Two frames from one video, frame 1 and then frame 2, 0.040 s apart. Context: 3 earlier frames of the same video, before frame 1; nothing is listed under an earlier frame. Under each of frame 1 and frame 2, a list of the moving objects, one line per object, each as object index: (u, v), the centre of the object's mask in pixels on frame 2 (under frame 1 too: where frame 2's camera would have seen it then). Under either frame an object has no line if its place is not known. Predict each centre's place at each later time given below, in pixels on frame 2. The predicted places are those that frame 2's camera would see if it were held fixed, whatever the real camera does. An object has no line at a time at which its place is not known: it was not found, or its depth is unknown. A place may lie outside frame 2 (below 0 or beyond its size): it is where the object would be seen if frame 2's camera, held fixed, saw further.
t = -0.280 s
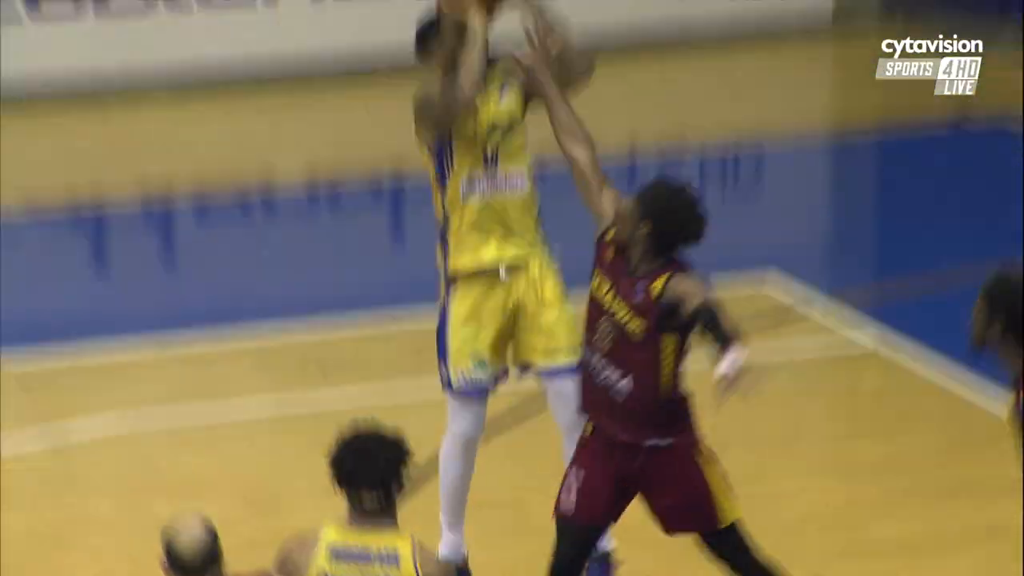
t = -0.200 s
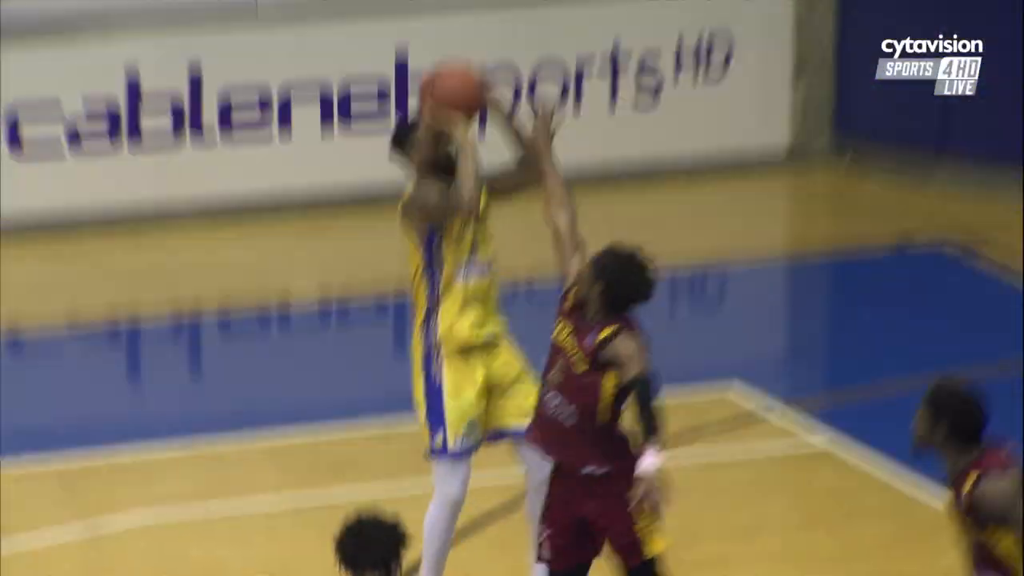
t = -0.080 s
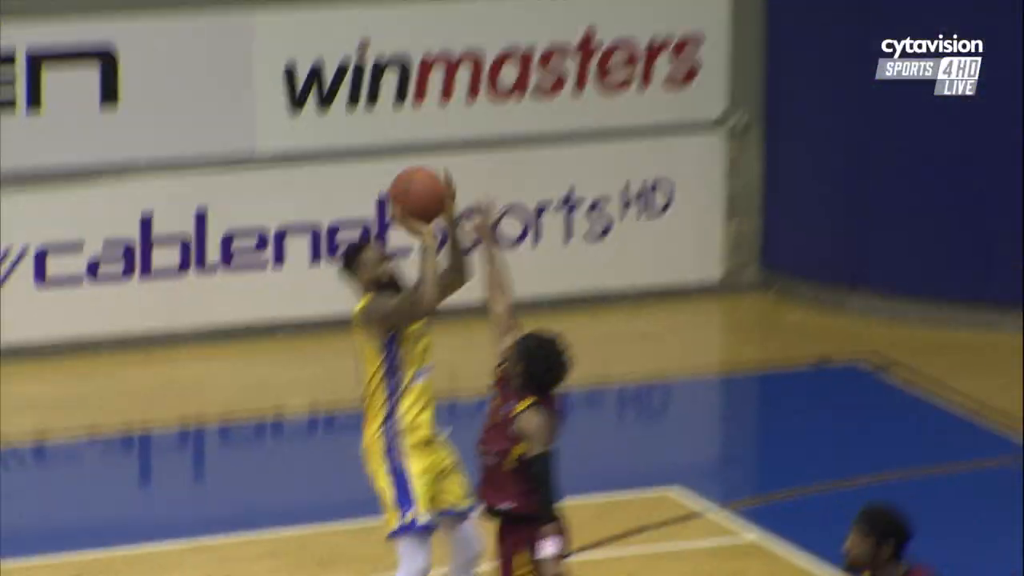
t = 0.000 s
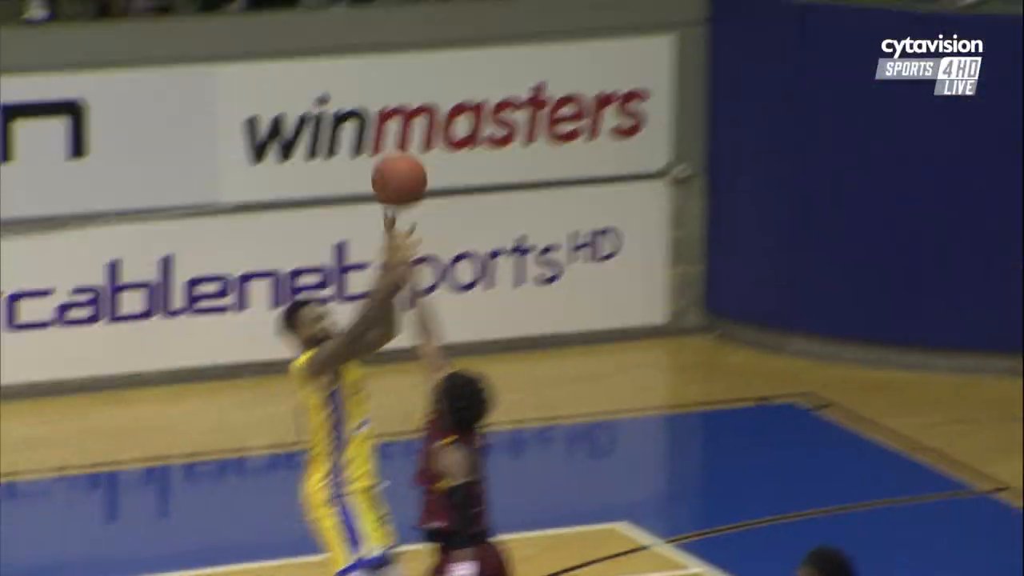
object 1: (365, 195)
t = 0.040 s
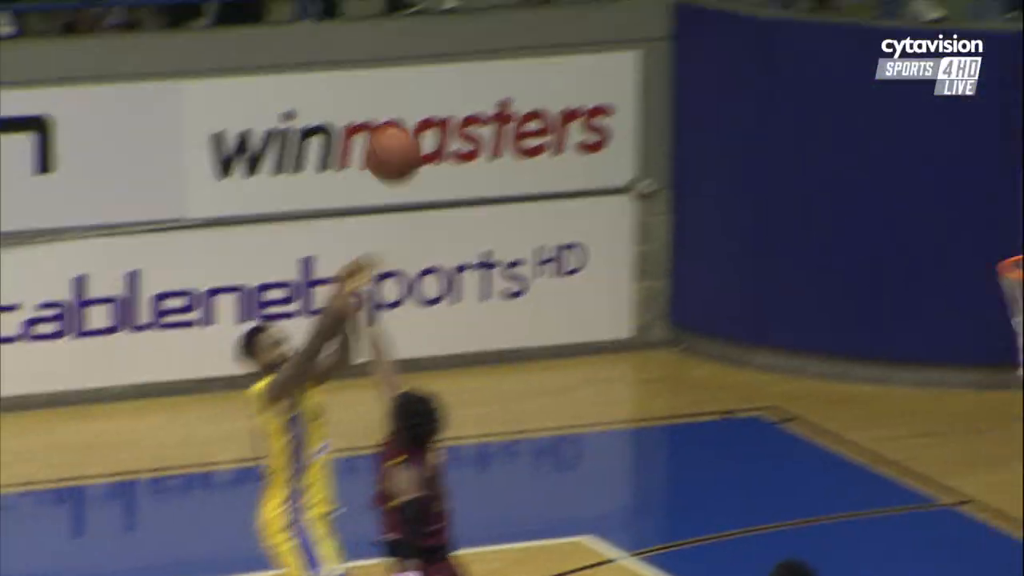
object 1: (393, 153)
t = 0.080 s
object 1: (420, 117)
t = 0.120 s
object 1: (448, 83)
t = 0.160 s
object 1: (475, 53)
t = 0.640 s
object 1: (819, -31)
